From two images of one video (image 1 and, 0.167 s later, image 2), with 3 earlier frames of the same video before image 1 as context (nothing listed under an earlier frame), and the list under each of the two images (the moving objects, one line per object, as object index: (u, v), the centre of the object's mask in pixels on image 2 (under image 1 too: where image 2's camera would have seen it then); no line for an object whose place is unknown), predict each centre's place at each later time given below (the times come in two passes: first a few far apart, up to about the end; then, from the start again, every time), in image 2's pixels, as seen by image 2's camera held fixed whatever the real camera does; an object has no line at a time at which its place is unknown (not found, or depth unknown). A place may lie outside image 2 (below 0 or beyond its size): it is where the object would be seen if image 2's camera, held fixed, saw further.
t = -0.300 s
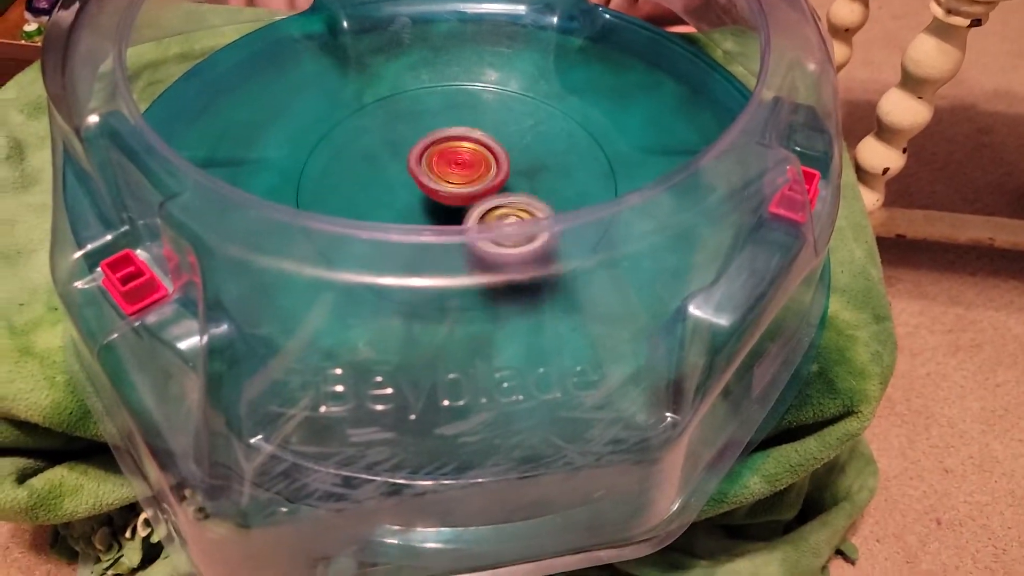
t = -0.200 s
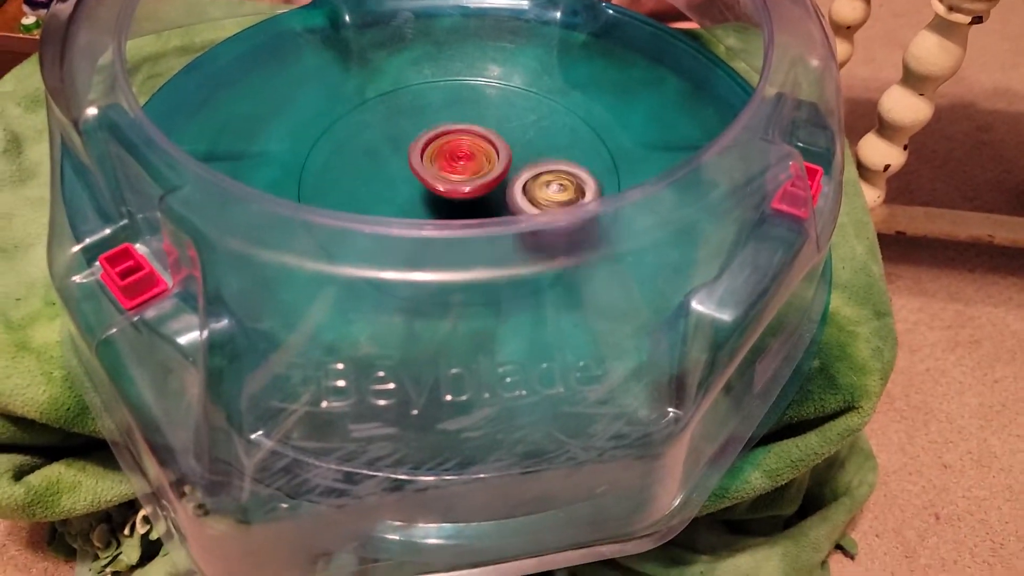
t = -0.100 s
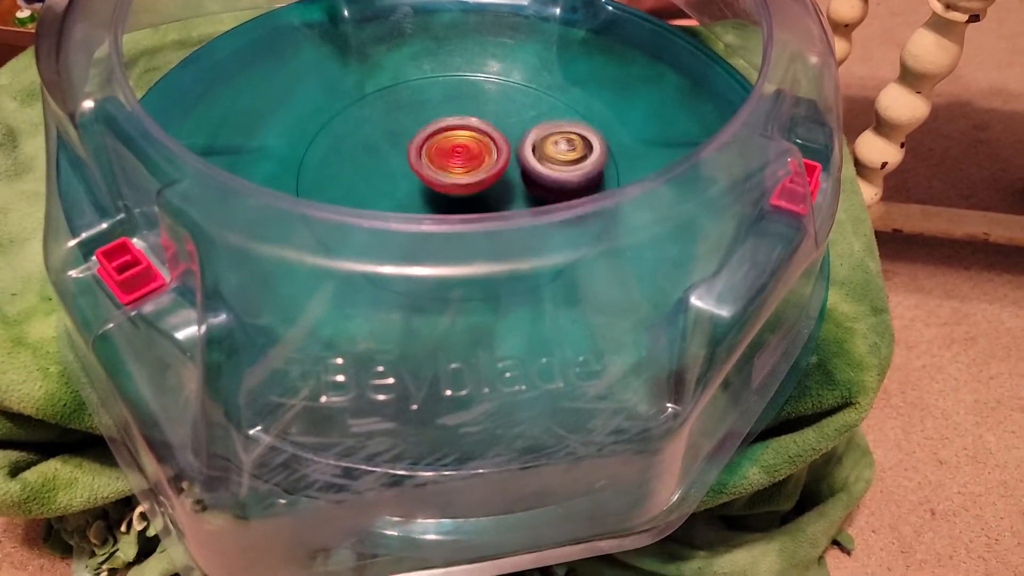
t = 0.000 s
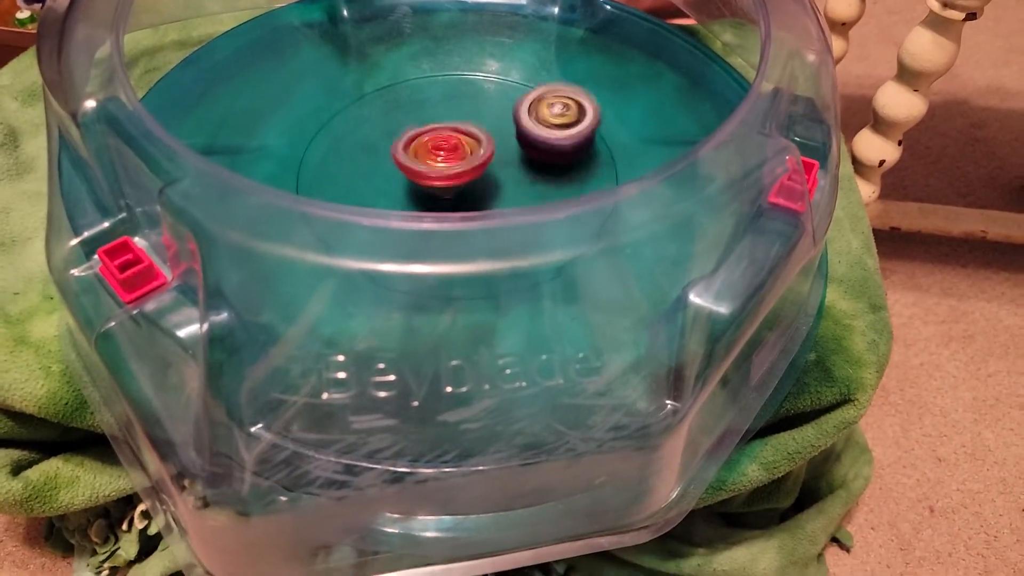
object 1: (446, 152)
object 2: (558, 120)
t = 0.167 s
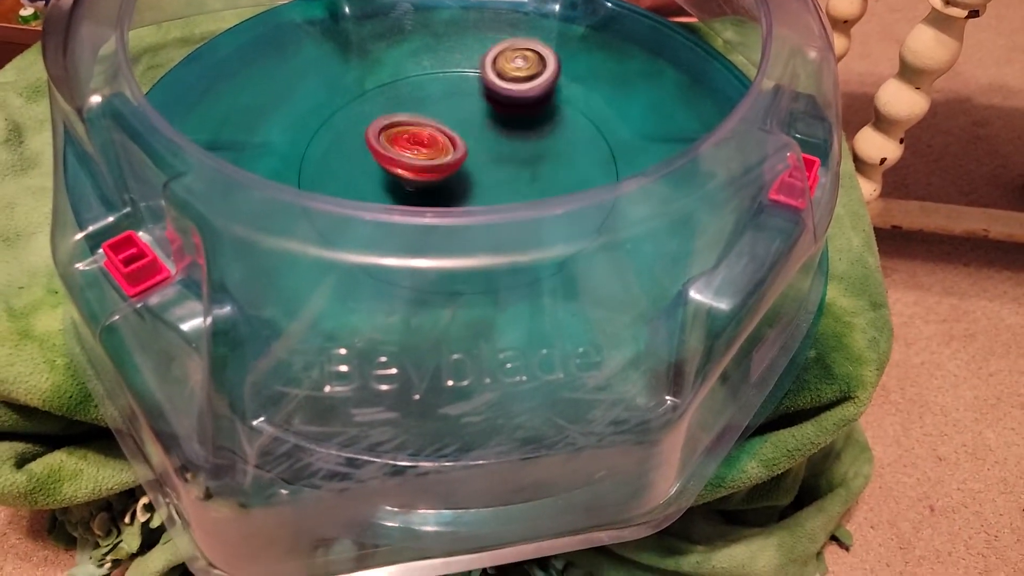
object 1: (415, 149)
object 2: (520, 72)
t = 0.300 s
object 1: (411, 142)
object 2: (456, 77)
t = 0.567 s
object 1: (368, 178)
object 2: (439, 129)
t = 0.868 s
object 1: (391, 174)
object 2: (553, 157)
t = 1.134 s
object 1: (445, 164)
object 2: (530, 133)
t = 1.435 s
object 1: (368, 169)
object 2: (549, 126)
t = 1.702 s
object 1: (383, 164)
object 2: (487, 171)
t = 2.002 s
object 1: (418, 144)
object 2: (439, 224)
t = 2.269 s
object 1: (450, 165)
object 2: (393, 222)
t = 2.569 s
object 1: (456, 186)
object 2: (347, 174)
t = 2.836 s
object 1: (466, 160)
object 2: (373, 136)
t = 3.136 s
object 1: (518, 111)
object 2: (432, 107)
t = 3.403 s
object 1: (524, 110)
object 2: (439, 118)
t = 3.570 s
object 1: (527, 134)
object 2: (441, 137)
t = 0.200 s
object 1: (413, 148)
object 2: (504, 73)
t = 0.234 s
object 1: (412, 146)
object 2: (488, 72)
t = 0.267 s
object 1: (411, 144)
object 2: (472, 71)
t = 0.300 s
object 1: (411, 142)
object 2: (456, 77)
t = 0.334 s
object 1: (407, 142)
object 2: (444, 81)
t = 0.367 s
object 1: (400, 150)
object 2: (438, 83)
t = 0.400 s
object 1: (394, 156)
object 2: (433, 88)
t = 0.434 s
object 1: (389, 160)
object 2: (426, 94)
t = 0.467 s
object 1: (383, 163)
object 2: (422, 102)
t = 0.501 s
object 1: (377, 168)
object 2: (425, 111)
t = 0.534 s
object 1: (371, 175)
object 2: (431, 121)
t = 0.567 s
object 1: (368, 178)
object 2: (439, 129)
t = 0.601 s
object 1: (369, 181)
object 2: (449, 139)
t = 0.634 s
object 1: (369, 182)
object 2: (461, 147)
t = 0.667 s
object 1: (370, 183)
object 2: (474, 149)
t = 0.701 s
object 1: (371, 182)
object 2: (487, 156)
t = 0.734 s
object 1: (374, 181)
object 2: (500, 159)
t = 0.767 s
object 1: (376, 178)
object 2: (514, 160)
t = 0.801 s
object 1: (381, 177)
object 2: (528, 161)
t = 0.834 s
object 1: (385, 175)
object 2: (541, 160)
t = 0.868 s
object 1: (391, 174)
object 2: (553, 157)
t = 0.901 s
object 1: (396, 172)
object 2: (563, 153)
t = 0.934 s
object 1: (403, 171)
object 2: (569, 148)
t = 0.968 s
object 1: (411, 170)
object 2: (572, 140)
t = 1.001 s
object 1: (419, 168)
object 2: (568, 135)
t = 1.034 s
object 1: (428, 167)
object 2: (562, 134)
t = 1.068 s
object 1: (436, 165)
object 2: (550, 131)
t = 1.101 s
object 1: (445, 165)
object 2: (537, 133)
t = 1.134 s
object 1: (445, 164)
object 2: (530, 133)
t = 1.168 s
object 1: (431, 165)
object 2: (532, 134)
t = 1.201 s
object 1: (408, 167)
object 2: (543, 129)
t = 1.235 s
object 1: (389, 168)
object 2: (551, 129)
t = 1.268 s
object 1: (378, 170)
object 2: (556, 126)
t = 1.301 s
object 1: (372, 170)
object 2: (561, 123)
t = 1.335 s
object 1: (372, 170)
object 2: (562, 123)
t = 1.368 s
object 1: (372, 171)
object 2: (559, 123)
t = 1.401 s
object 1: (369, 170)
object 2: (556, 123)
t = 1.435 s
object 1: (368, 169)
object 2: (549, 126)
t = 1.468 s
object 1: (368, 169)
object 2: (543, 128)
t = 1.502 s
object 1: (369, 167)
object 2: (533, 132)
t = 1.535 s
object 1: (373, 166)
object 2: (524, 137)
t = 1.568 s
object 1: (374, 165)
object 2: (514, 144)
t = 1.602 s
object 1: (378, 164)
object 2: (505, 150)
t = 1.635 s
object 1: (383, 165)
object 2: (495, 156)
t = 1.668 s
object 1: (386, 165)
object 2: (487, 167)
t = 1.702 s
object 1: (383, 164)
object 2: (487, 171)
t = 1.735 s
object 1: (383, 161)
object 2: (485, 175)
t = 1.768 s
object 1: (385, 158)
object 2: (483, 179)
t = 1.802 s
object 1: (384, 157)
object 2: (481, 184)
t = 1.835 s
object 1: (389, 152)
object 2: (474, 188)
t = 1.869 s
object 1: (394, 145)
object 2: (470, 190)
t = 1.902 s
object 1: (400, 144)
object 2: (463, 193)
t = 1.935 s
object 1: (409, 144)
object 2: (454, 196)
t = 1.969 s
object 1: (413, 144)
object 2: (444, 207)
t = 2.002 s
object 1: (418, 144)
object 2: (439, 224)
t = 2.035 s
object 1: (424, 148)
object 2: (430, 225)
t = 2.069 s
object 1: (427, 150)
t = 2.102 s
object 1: (431, 151)
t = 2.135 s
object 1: (436, 151)
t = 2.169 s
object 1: (440, 155)
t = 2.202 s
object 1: (444, 157)
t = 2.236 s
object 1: (447, 160)
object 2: (395, 239)
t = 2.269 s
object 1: (450, 165)
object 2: (393, 222)
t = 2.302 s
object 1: (454, 169)
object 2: (381, 221)
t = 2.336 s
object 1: (461, 171)
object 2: (380, 221)
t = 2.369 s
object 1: (465, 176)
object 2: (374, 204)
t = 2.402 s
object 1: (468, 177)
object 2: (369, 200)
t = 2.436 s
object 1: (469, 182)
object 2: (360, 197)
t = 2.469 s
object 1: (468, 185)
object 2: (359, 183)
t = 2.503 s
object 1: (463, 187)
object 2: (354, 181)
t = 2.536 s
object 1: (461, 186)
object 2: (349, 177)
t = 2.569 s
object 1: (456, 186)
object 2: (347, 174)
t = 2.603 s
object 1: (451, 184)
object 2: (346, 170)
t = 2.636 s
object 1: (450, 182)
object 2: (348, 166)
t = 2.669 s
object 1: (449, 177)
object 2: (352, 162)
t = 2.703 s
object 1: (448, 174)
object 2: (355, 158)
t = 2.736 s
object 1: (451, 171)
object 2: (361, 155)
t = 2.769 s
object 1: (457, 167)
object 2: (362, 149)
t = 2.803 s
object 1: (463, 163)
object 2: (368, 143)
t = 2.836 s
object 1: (466, 160)
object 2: (373, 136)
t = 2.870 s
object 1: (470, 154)
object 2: (379, 131)
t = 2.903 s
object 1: (474, 148)
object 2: (387, 127)
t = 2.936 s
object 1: (480, 141)
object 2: (393, 123)
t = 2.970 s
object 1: (489, 136)
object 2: (399, 119)
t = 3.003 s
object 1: (496, 131)
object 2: (408, 116)
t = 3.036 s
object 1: (504, 126)
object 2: (414, 112)
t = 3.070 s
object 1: (511, 121)
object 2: (420, 109)
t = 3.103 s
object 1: (515, 116)
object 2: (428, 109)
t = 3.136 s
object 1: (518, 111)
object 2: (432, 107)
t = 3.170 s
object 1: (521, 109)
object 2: (437, 106)
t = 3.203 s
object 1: (523, 107)
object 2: (438, 109)
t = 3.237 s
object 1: (523, 107)
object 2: (438, 107)
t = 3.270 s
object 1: (523, 108)
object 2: (437, 108)
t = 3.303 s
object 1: (523, 108)
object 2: (436, 106)
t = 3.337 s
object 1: (523, 108)
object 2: (435, 108)
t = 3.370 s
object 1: (523, 109)
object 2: (437, 111)
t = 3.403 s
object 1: (524, 110)
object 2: (439, 118)
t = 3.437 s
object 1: (524, 113)
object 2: (442, 123)
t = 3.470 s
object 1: (524, 116)
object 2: (444, 128)
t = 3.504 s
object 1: (526, 119)
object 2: (445, 132)
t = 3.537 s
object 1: (527, 126)
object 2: (443, 135)
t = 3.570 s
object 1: (527, 134)
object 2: (441, 137)
